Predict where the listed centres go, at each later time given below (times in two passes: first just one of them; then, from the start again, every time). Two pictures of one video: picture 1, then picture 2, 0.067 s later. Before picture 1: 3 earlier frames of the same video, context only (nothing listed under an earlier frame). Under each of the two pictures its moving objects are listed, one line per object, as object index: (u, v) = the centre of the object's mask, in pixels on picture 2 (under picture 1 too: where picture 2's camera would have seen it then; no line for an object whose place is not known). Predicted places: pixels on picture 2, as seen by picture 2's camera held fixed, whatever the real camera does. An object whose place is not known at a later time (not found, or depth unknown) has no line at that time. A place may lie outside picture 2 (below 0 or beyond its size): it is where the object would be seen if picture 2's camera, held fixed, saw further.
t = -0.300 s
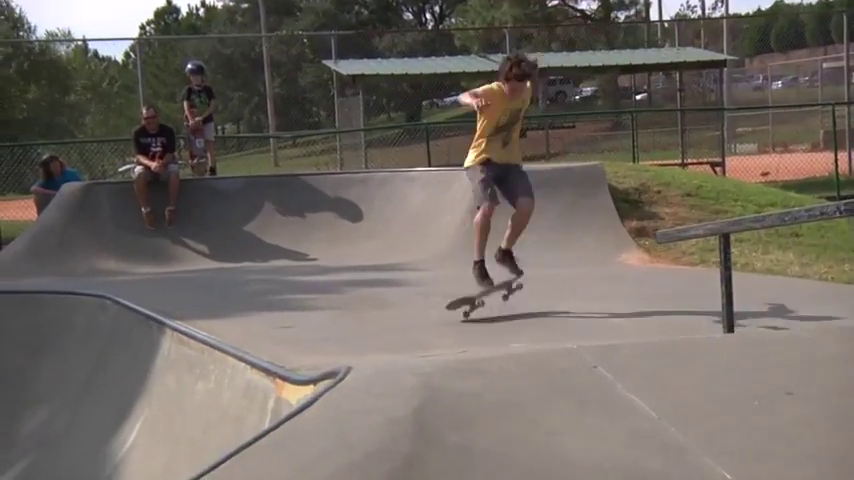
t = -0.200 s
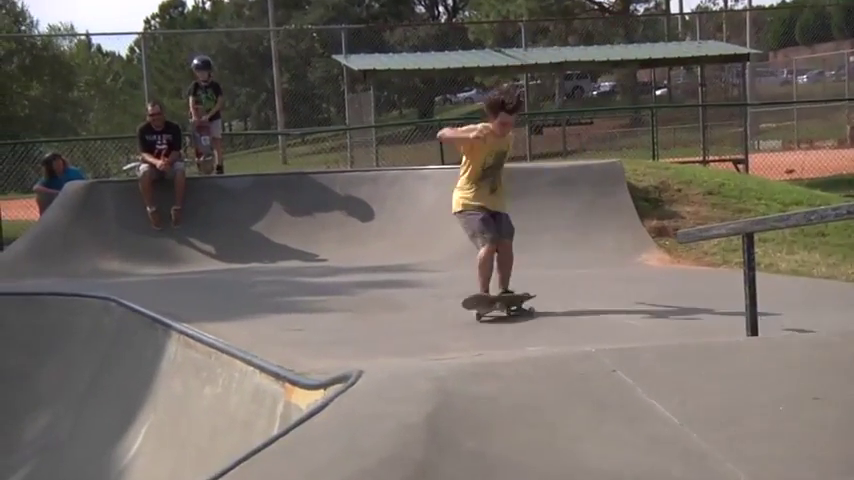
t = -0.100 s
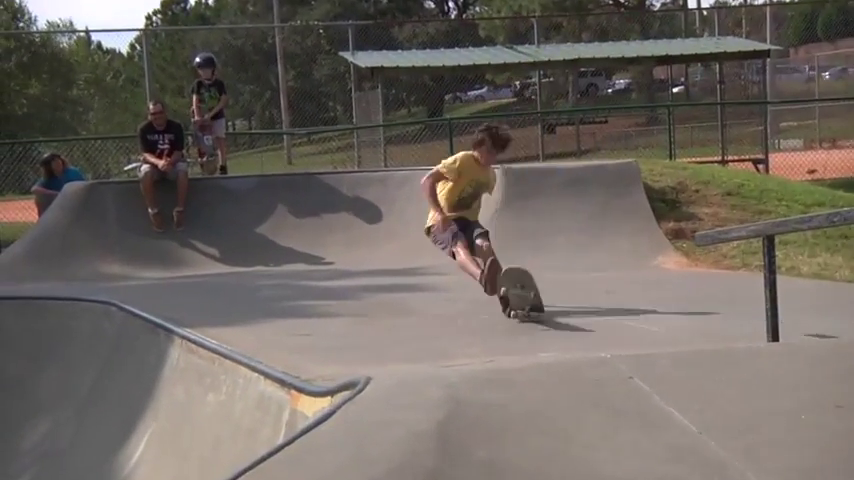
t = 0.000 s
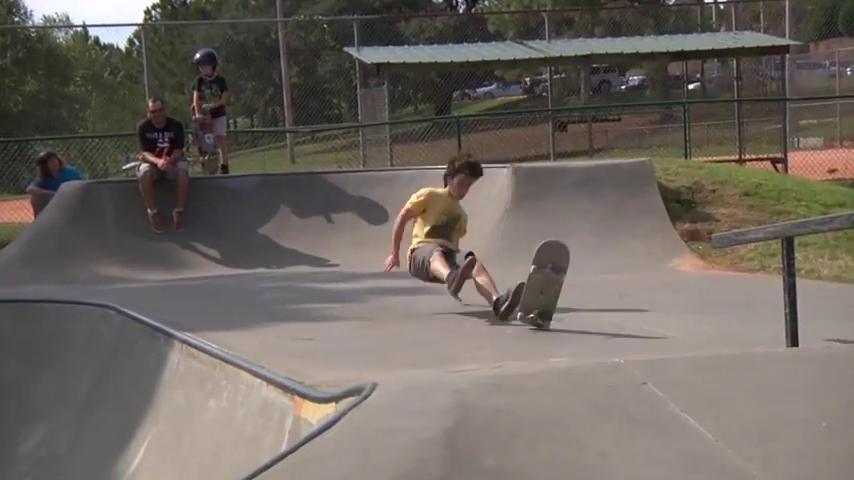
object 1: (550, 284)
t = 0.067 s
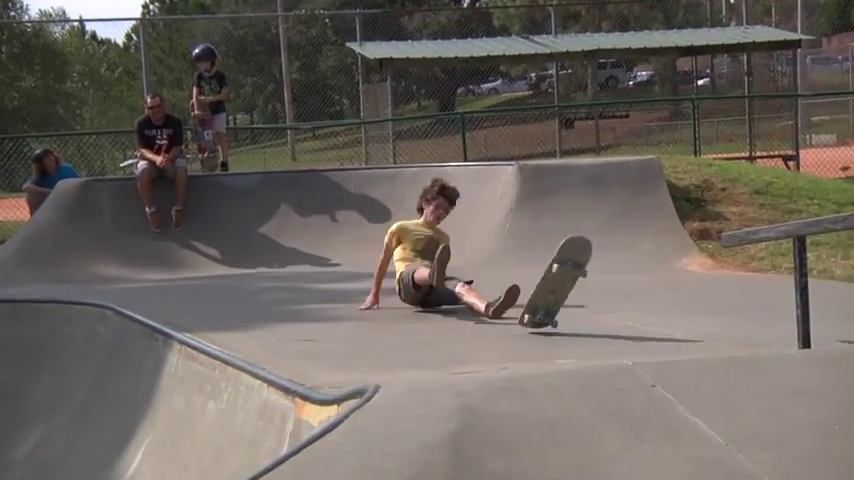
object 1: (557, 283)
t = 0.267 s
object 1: (575, 316)
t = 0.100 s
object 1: (560, 285)
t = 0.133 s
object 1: (564, 289)
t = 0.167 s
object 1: (568, 296)
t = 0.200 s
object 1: (572, 303)
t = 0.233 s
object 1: (574, 311)
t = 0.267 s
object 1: (575, 316)
